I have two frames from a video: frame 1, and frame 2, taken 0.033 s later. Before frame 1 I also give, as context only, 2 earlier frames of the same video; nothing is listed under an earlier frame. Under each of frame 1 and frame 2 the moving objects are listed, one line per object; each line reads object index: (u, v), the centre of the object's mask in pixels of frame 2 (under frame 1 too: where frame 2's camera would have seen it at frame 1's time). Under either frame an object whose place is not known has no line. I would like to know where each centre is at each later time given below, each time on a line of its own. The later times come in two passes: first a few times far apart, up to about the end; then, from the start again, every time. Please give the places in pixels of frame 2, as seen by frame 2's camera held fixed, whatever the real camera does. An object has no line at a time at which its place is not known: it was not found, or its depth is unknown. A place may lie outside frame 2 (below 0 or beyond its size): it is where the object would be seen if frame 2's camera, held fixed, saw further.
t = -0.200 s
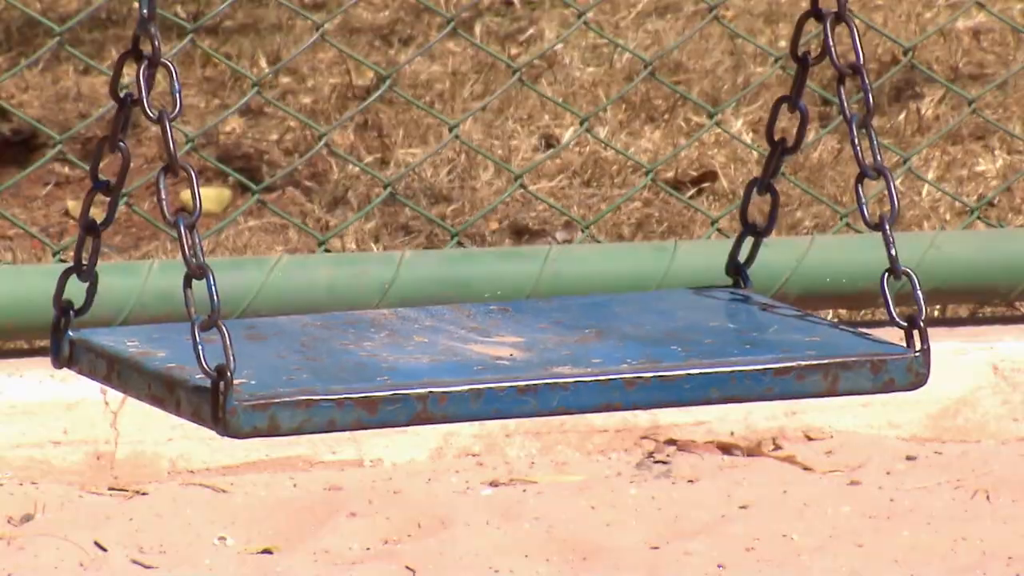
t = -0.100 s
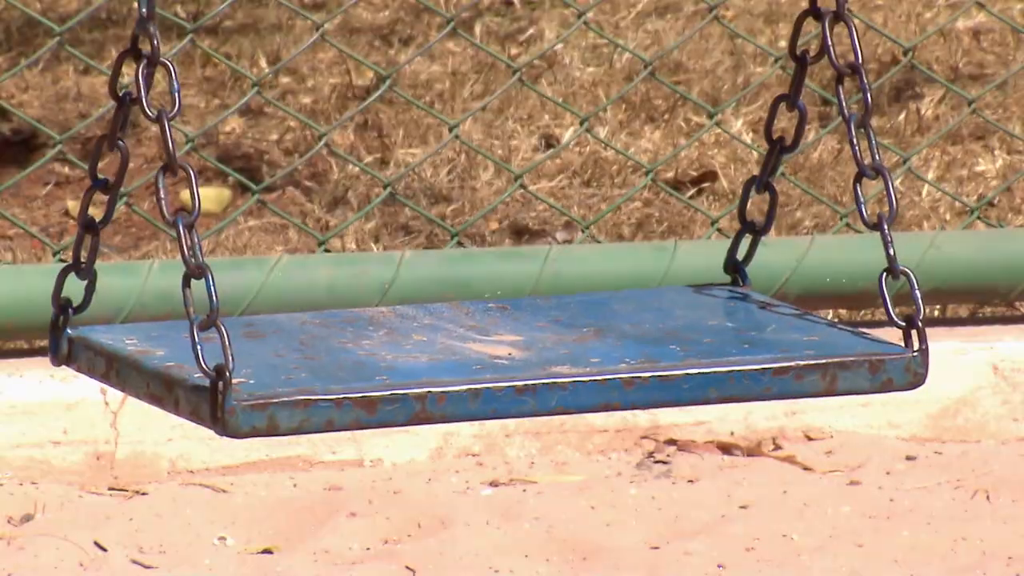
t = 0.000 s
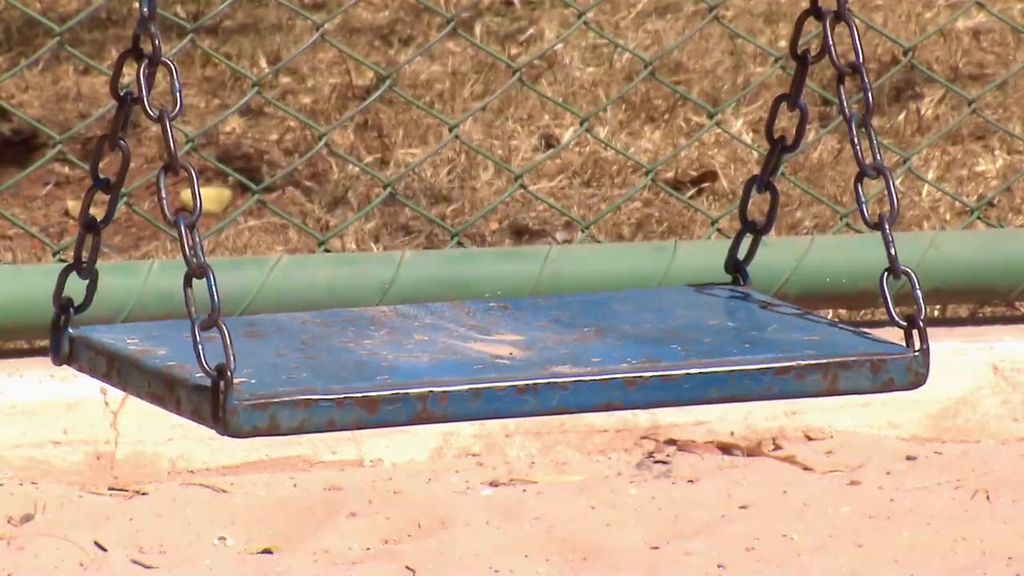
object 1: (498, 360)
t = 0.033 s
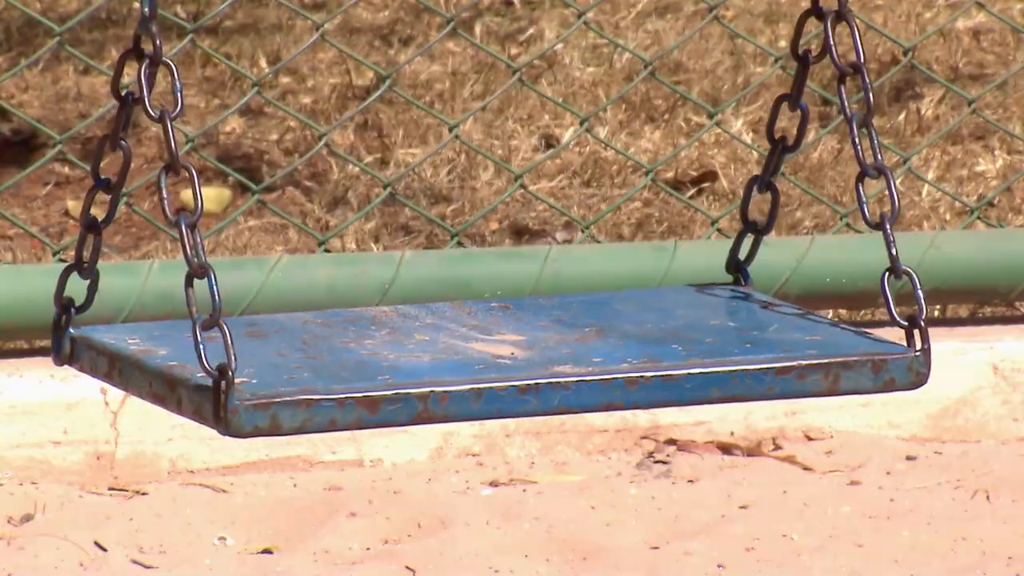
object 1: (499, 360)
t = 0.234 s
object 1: (512, 362)
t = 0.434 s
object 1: (531, 366)
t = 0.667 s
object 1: (555, 370)
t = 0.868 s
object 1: (572, 373)
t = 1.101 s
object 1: (578, 375)
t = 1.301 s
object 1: (572, 376)
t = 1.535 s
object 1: (554, 374)
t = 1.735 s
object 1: (532, 370)
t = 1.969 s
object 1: (512, 366)
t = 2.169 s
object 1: (501, 362)
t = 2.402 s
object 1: (502, 360)
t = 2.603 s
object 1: (513, 361)
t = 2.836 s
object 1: (534, 365)
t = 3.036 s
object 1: (553, 370)
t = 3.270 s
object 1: (570, 373)
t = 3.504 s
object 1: (574, 375)
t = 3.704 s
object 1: (568, 376)
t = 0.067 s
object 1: (501, 360)
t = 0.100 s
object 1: (503, 361)
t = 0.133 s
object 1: (505, 361)
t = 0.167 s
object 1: (507, 361)
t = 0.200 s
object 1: (510, 362)
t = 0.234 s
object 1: (512, 362)
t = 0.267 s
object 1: (515, 362)
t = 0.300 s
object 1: (518, 363)
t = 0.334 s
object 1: (522, 364)
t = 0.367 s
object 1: (524, 364)
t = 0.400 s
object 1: (527, 364)
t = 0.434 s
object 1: (531, 366)
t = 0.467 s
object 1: (534, 365)
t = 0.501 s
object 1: (537, 366)
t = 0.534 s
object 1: (541, 367)
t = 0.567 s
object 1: (545, 368)
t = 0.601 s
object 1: (549, 368)
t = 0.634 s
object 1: (553, 369)
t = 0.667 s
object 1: (555, 370)
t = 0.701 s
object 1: (558, 370)
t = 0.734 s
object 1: (562, 371)
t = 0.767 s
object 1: (565, 372)
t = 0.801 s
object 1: (567, 372)
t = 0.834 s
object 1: (569, 372)
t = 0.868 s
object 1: (572, 373)
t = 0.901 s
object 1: (574, 374)
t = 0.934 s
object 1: (574, 374)
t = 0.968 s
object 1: (576, 374)
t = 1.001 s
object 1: (577, 375)
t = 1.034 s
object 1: (577, 375)
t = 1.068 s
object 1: (577, 375)
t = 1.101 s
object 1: (578, 375)
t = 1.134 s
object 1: (578, 375)
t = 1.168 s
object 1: (577, 376)
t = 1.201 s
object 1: (576, 376)
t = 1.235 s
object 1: (574, 376)
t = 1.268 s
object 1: (573, 375)
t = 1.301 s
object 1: (572, 376)
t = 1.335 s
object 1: (569, 375)
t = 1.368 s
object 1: (567, 375)
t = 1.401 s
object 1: (565, 375)
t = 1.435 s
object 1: (562, 375)
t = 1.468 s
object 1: (559, 375)
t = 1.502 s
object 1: (556, 374)
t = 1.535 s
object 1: (554, 374)
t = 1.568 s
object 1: (550, 373)
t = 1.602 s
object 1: (546, 373)
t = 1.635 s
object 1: (543, 372)
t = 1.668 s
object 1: (539, 372)
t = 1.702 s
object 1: (536, 371)
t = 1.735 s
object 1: (532, 370)
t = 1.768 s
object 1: (529, 370)
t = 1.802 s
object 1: (526, 370)
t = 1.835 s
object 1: (523, 369)
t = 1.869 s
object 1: (520, 368)
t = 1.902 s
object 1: (517, 368)
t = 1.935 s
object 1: (514, 366)
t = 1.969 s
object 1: (512, 366)
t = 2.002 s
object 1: (509, 365)
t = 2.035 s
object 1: (508, 364)
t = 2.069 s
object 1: (506, 364)
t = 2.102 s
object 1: (504, 363)
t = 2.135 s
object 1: (502, 363)
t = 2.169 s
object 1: (501, 362)
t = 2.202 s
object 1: (500, 362)
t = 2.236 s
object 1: (500, 361)
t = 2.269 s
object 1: (500, 361)
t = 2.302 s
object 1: (500, 360)
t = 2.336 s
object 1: (500, 361)
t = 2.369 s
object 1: (501, 360)
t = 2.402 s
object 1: (502, 360)
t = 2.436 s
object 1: (503, 360)
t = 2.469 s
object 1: (504, 360)
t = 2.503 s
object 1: (507, 361)
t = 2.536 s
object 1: (509, 361)
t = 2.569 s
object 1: (511, 361)
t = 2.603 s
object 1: (513, 361)
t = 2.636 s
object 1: (516, 362)
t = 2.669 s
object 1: (519, 362)
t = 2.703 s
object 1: (522, 362)
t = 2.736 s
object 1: (526, 363)
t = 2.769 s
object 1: (528, 364)
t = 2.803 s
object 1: (530, 364)
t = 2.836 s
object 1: (534, 365)
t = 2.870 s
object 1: (537, 365)
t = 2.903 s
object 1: (541, 367)
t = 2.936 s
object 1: (544, 367)
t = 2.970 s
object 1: (547, 368)
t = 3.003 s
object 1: (550, 369)
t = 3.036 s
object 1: (553, 370)
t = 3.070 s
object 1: (556, 370)
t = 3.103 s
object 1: (559, 370)
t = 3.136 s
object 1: (561, 371)
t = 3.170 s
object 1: (565, 372)
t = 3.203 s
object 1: (566, 372)
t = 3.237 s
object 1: (568, 373)
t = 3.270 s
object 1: (570, 373)
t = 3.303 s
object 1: (571, 374)
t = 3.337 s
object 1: (572, 374)
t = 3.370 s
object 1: (574, 375)
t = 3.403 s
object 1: (574, 375)
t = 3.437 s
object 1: (574, 376)
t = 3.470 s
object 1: (575, 375)
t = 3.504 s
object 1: (574, 375)
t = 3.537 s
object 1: (574, 376)
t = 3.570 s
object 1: (572, 375)
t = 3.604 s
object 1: (571, 376)
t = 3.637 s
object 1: (570, 376)
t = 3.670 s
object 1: (569, 376)
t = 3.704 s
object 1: (568, 376)
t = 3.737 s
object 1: (565, 376)
